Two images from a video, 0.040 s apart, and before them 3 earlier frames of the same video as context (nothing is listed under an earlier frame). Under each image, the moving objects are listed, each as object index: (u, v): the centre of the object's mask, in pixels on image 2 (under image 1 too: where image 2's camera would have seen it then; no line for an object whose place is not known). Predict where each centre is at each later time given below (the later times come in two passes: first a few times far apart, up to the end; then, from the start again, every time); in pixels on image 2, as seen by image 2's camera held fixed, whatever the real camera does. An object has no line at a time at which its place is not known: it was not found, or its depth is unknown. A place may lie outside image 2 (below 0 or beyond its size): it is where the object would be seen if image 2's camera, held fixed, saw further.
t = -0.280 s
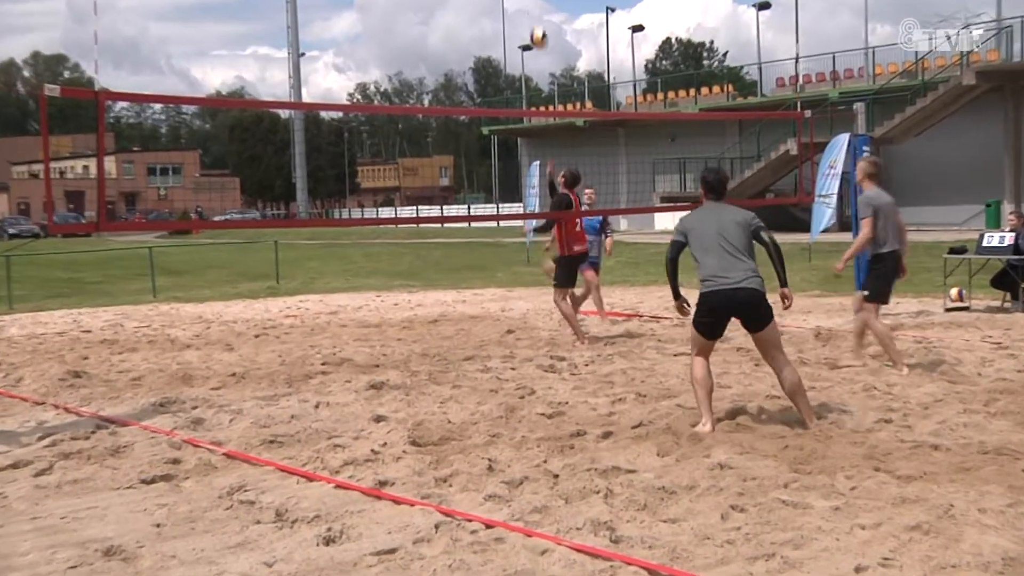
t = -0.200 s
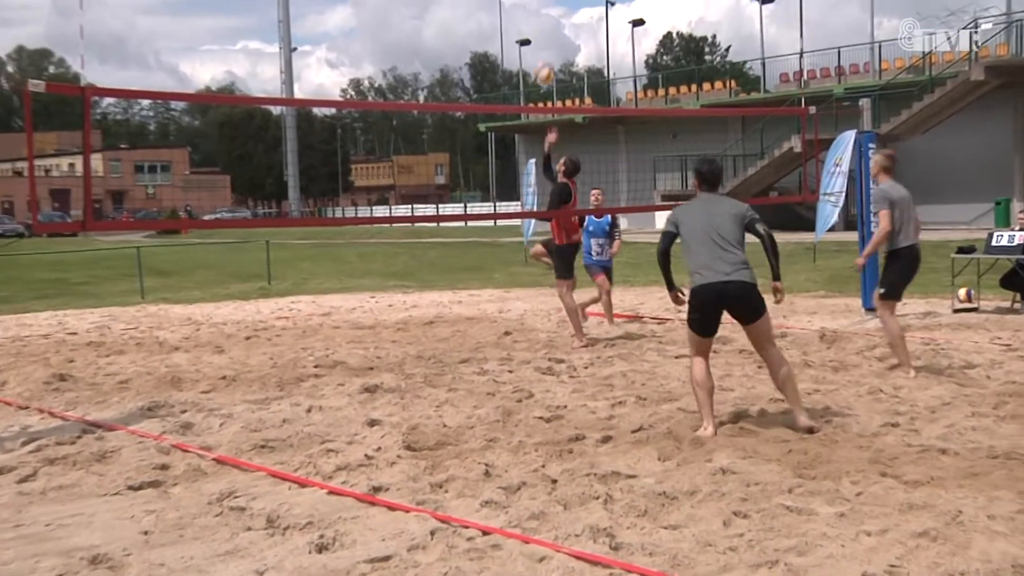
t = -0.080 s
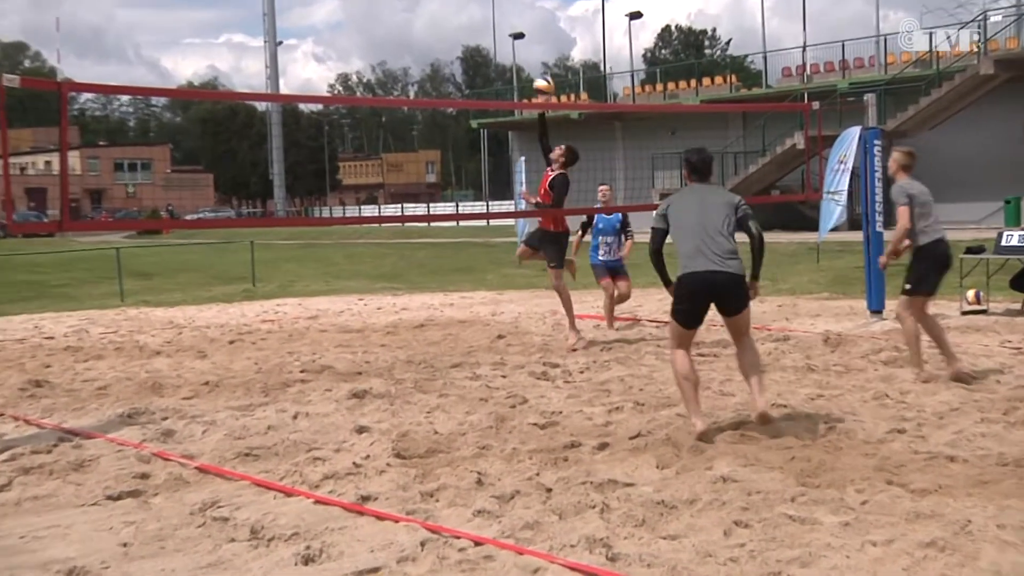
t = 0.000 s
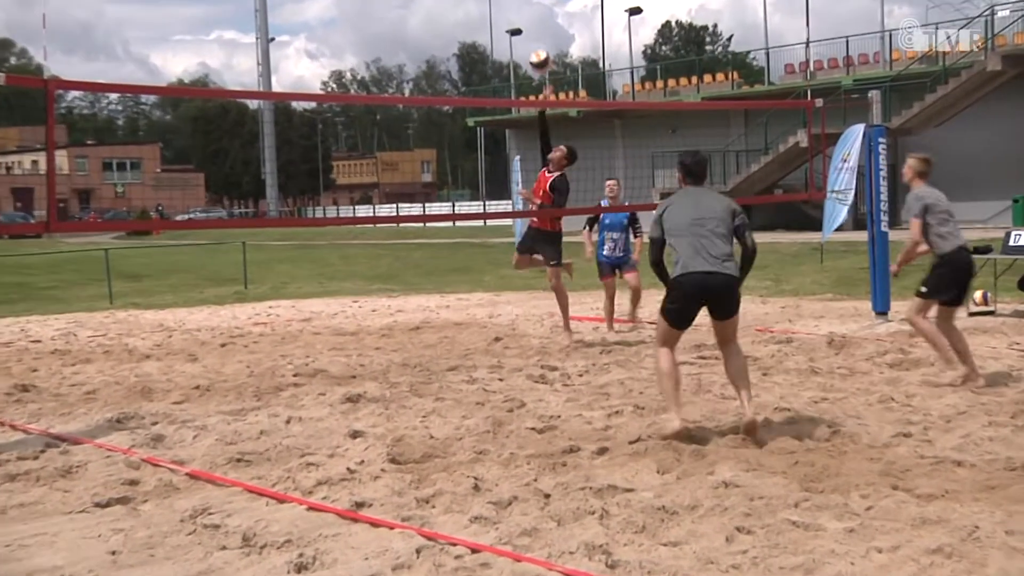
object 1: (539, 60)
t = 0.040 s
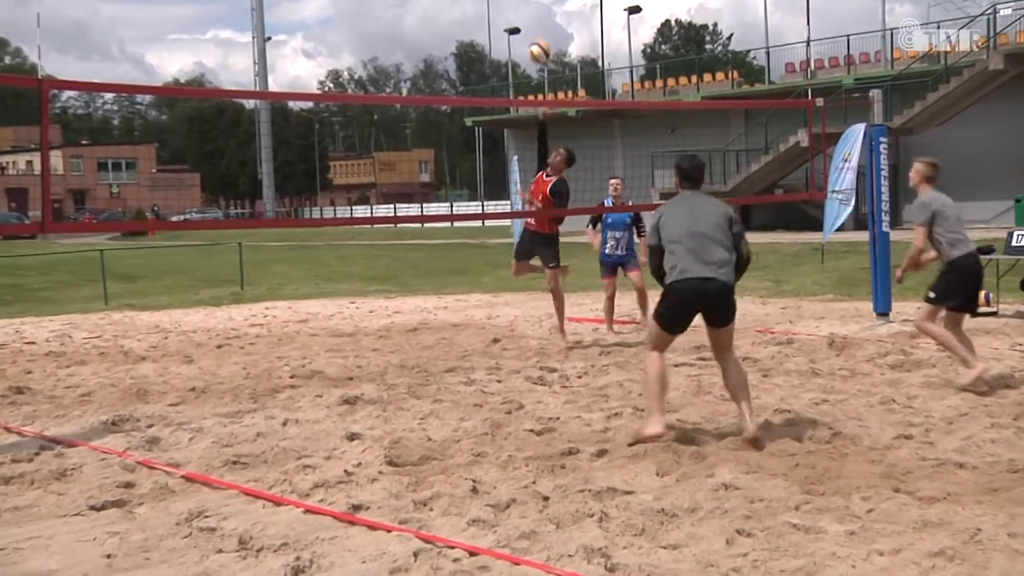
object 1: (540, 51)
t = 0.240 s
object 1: (535, 30)
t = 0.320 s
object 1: (537, 35)
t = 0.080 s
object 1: (539, 44)
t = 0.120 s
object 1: (539, 37)
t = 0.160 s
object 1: (538, 33)
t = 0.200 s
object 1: (537, 32)
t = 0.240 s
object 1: (535, 30)
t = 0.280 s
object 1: (536, 32)
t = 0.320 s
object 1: (537, 35)
